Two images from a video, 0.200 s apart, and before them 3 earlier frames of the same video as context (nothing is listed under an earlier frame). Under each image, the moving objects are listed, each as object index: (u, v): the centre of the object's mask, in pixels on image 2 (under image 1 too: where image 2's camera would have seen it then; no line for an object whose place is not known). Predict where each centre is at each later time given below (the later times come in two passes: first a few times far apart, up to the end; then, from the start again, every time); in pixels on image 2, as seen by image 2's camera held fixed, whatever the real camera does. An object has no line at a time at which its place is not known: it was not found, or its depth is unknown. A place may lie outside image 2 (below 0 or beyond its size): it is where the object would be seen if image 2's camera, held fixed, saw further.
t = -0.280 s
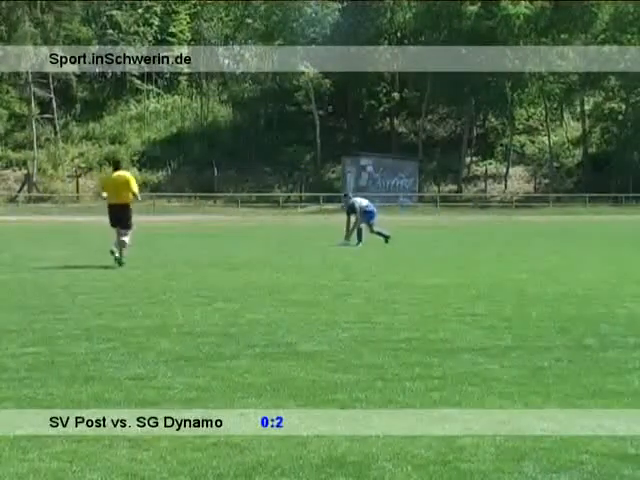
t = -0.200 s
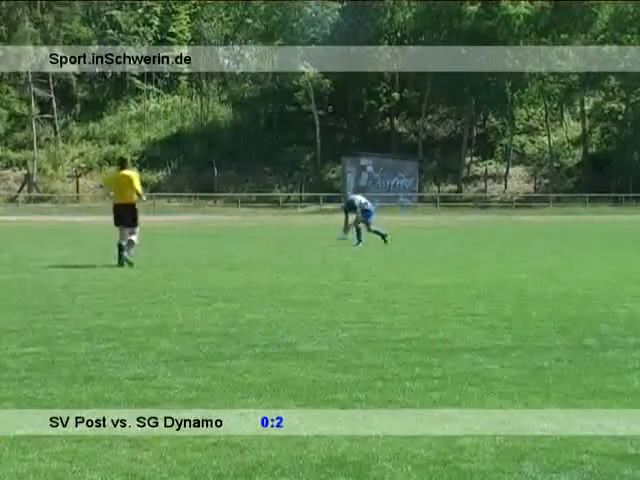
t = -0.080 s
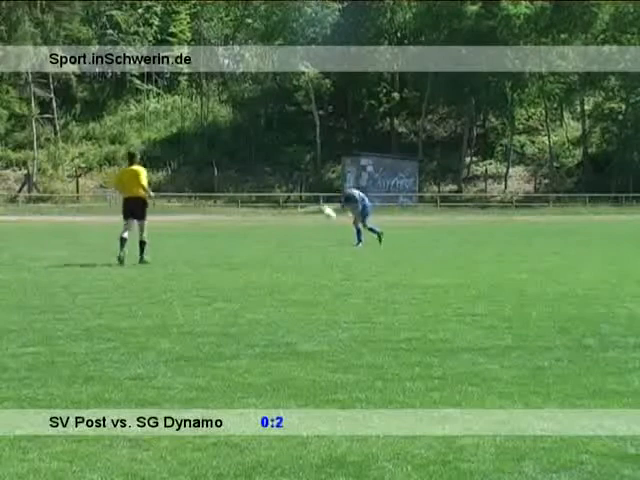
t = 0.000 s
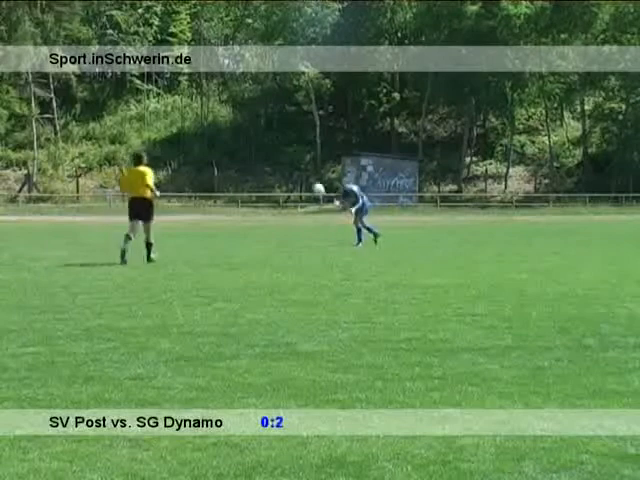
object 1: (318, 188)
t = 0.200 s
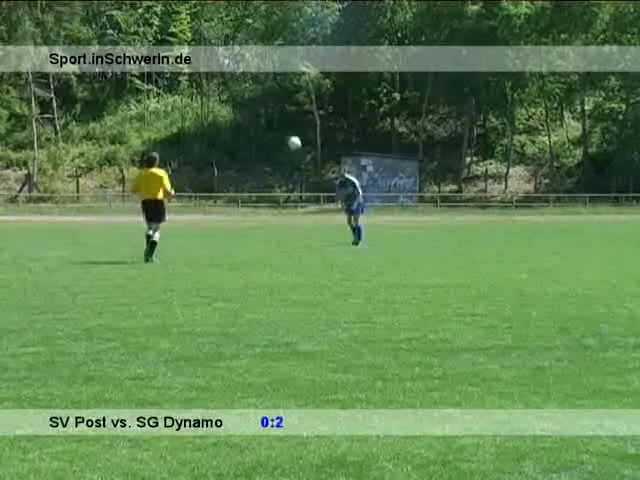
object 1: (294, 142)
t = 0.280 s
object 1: (284, 129)
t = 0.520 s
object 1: (253, 106)
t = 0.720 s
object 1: (226, 108)
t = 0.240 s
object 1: (289, 135)
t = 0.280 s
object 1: (284, 129)
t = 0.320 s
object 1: (279, 123)
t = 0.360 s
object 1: (274, 118)
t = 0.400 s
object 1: (268, 114)
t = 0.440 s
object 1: (264, 111)
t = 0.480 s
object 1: (258, 108)
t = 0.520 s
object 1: (253, 106)
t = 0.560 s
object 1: (248, 105)
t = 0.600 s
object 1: (242, 104)
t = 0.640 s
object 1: (237, 105)
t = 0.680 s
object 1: (231, 107)
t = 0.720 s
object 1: (226, 108)
